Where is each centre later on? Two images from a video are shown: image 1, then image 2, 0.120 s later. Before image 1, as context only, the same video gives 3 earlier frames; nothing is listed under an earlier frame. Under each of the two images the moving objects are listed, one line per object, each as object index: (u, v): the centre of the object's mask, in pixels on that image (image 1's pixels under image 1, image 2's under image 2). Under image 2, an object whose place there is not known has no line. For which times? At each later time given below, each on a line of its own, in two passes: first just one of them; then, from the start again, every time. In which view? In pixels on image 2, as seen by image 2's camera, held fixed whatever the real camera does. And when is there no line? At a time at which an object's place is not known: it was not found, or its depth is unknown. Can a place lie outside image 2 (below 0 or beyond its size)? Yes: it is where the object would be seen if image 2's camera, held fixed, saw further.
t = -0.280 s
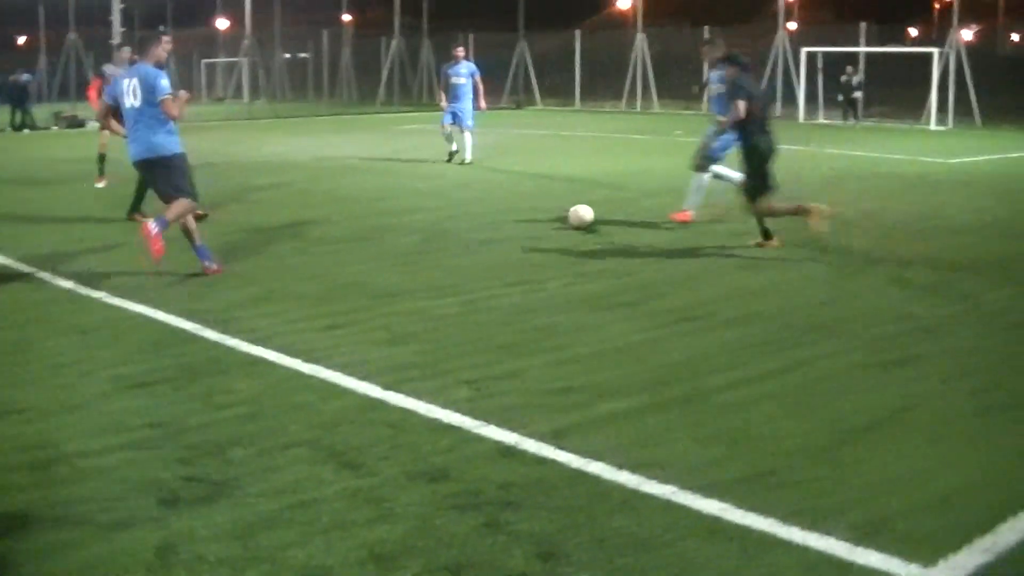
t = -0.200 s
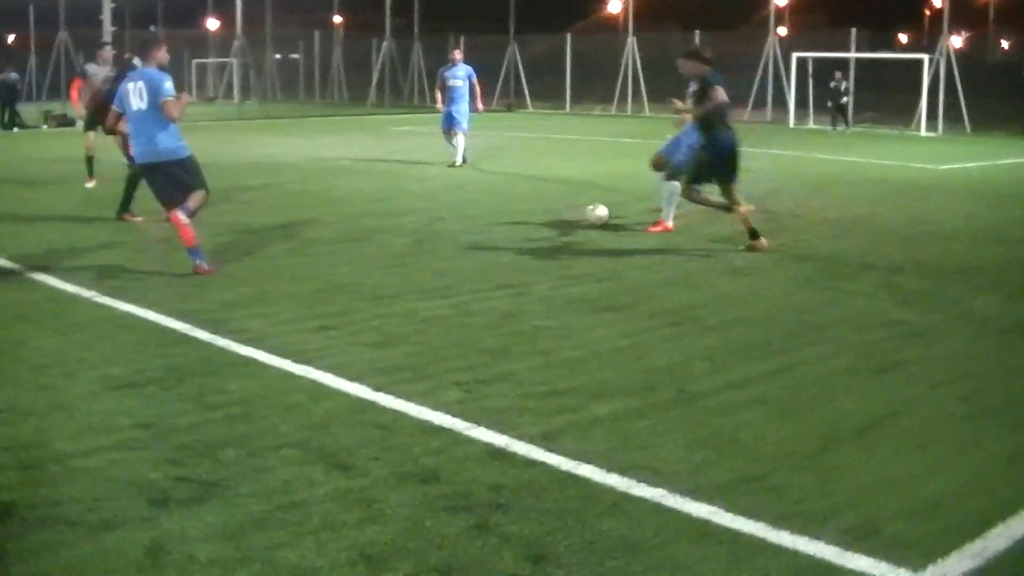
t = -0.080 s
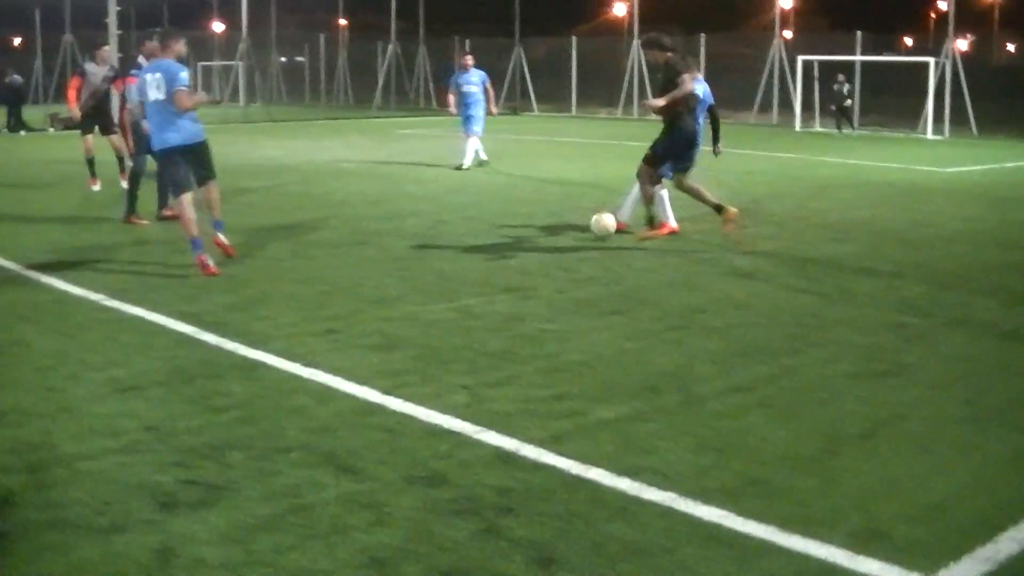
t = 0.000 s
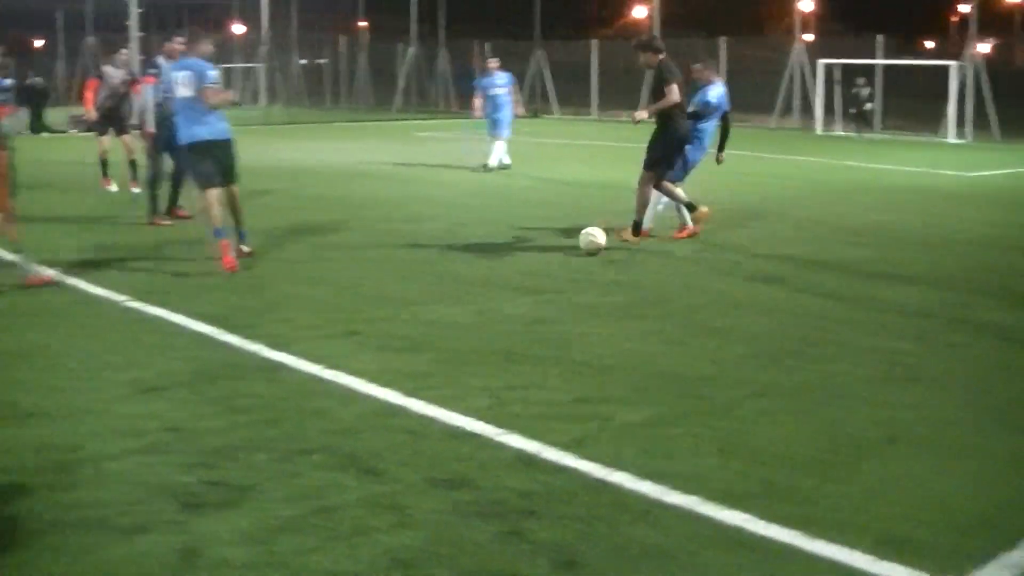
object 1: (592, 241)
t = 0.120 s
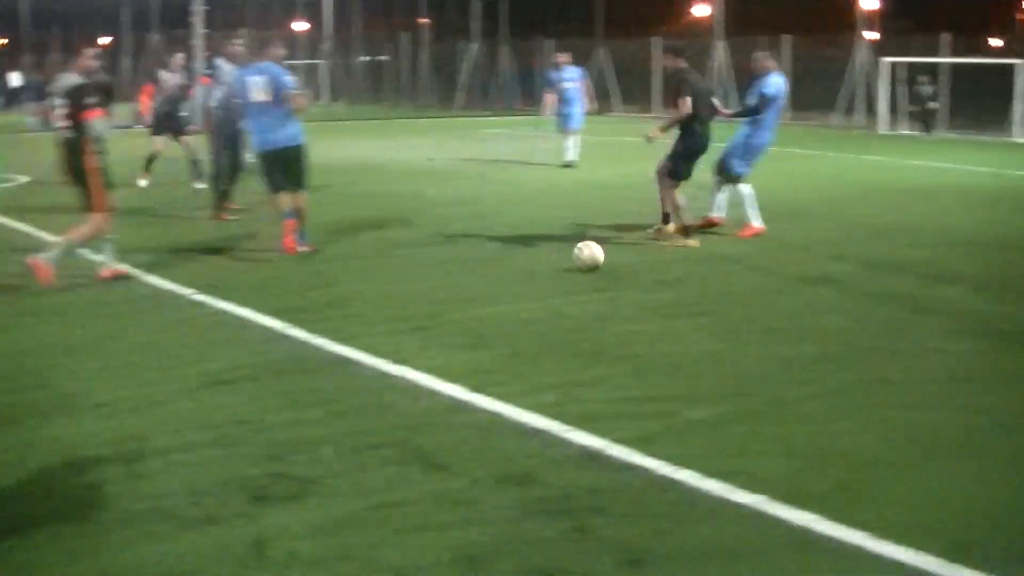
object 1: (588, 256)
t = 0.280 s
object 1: (492, 283)
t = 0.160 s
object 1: (566, 258)
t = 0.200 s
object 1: (543, 262)
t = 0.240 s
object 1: (518, 272)
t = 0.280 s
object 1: (492, 283)
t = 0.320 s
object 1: (466, 289)
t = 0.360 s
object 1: (440, 295)
